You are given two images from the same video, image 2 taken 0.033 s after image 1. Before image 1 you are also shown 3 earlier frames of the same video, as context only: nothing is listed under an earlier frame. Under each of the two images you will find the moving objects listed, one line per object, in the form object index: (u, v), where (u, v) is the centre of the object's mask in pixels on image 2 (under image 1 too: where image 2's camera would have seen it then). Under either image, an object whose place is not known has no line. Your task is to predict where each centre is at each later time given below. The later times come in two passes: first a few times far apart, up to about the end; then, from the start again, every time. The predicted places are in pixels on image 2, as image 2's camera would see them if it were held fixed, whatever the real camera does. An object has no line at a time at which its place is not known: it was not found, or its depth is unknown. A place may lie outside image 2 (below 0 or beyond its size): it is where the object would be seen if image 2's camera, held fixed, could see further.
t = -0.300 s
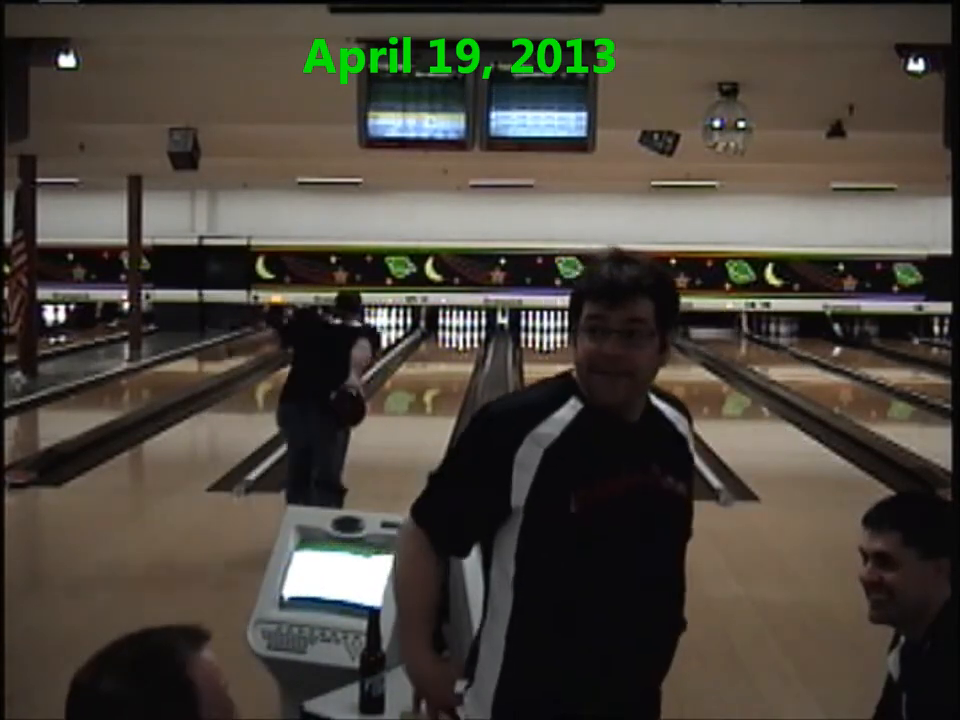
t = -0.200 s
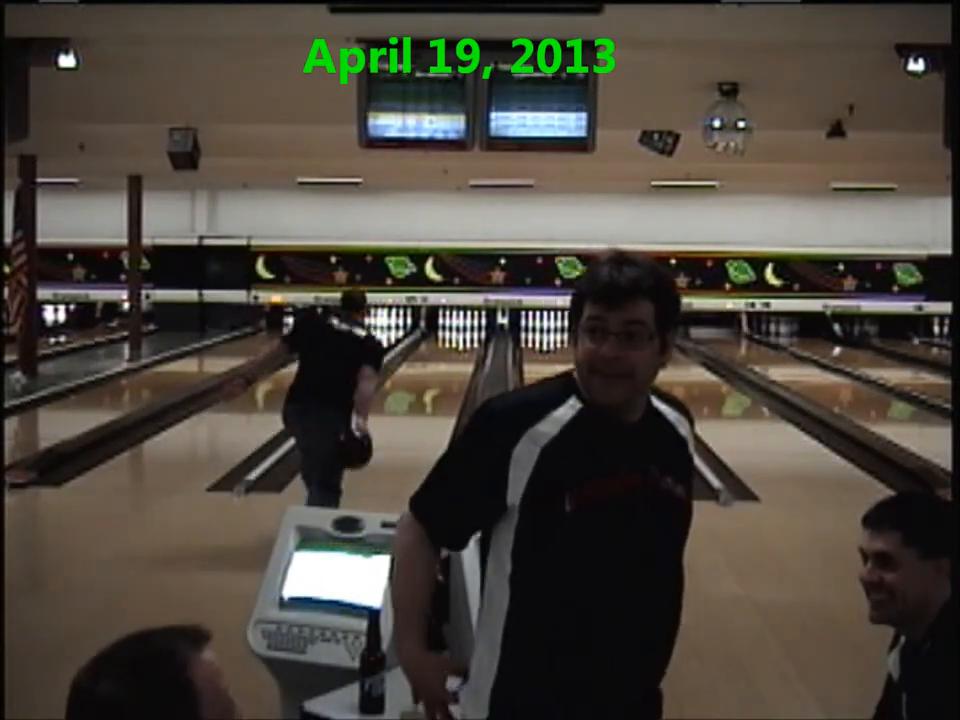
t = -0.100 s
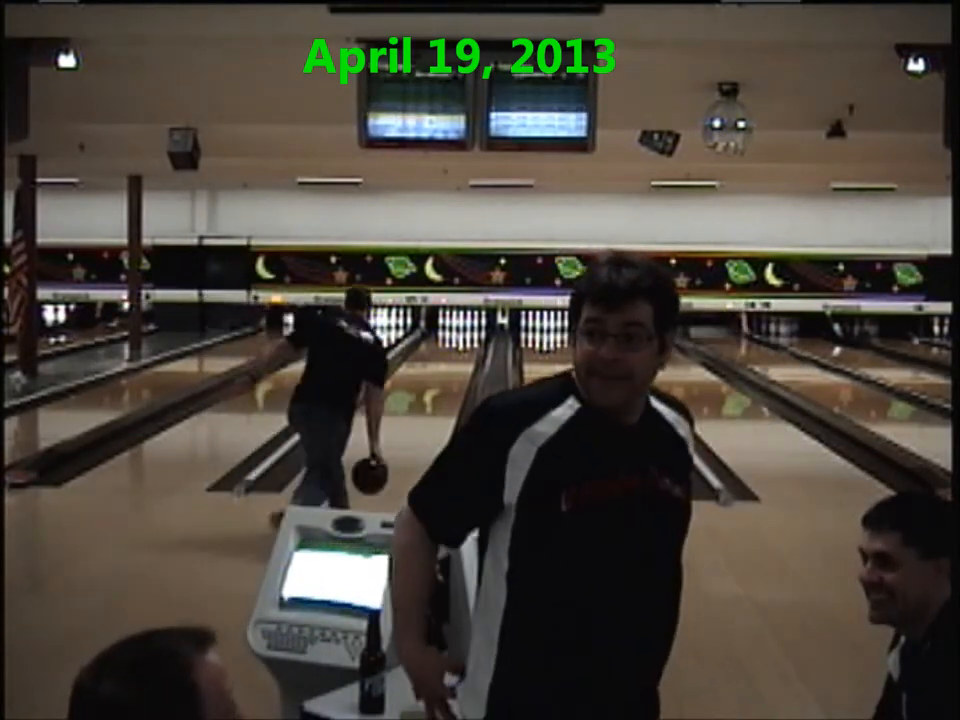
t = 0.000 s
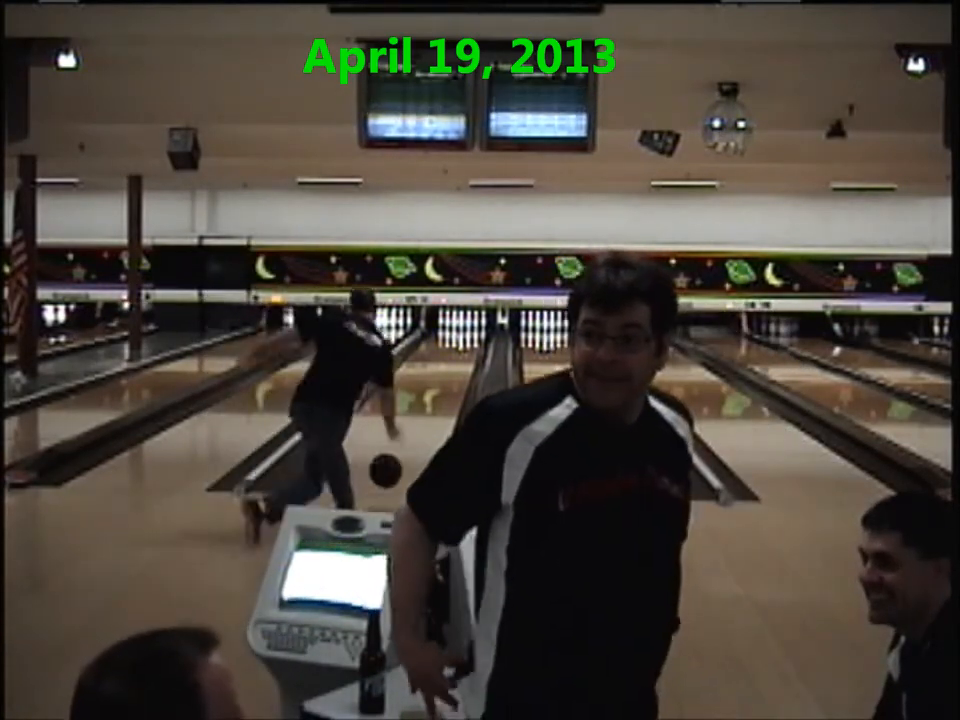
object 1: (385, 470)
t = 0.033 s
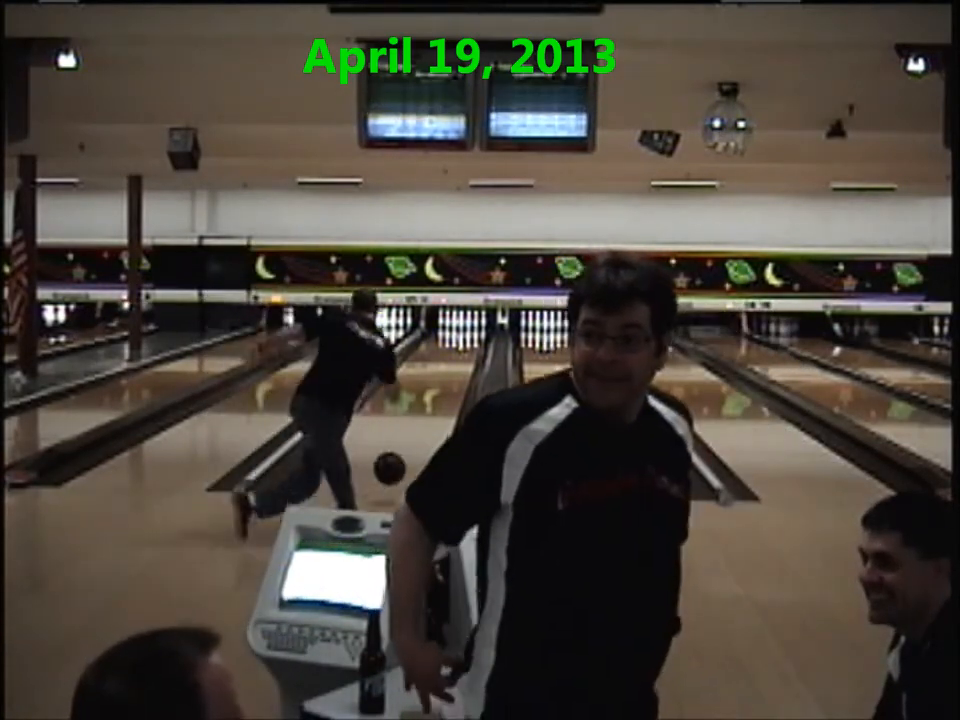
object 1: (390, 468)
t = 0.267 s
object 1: (411, 446)
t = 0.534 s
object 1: (428, 414)
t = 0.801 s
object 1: (440, 391)
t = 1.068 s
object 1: (449, 374)
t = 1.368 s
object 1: (455, 358)
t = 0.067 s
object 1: (393, 468)
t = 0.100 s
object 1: (396, 468)
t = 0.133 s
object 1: (400, 468)
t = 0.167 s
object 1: (403, 461)
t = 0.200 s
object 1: (406, 455)
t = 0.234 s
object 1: (408, 451)
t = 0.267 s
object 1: (411, 446)
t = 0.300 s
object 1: (413, 442)
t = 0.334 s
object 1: (416, 437)
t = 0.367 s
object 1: (418, 433)
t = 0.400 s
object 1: (420, 429)
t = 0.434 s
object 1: (422, 425)
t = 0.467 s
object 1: (424, 421)
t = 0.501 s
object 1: (426, 418)
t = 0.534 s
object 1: (428, 414)
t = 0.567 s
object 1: (429, 411)
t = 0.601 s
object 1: (431, 408)
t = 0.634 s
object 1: (433, 405)
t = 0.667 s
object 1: (434, 402)
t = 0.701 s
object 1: (435, 399)
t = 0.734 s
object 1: (437, 397)
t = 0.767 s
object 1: (438, 394)
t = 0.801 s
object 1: (440, 391)
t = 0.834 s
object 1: (441, 388)
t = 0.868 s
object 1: (443, 386)
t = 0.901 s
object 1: (443, 384)
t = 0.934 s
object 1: (444, 382)
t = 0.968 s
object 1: (445, 380)
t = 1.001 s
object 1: (446, 378)
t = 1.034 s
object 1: (448, 376)
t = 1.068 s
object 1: (449, 374)
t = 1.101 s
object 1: (449, 372)
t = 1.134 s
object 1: (450, 370)
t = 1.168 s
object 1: (451, 368)
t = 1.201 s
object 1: (452, 366)
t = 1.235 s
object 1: (452, 365)
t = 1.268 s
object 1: (453, 364)
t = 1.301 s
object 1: (454, 360)
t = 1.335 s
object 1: (455, 359)
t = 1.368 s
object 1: (455, 358)
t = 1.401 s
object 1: (457, 357)
